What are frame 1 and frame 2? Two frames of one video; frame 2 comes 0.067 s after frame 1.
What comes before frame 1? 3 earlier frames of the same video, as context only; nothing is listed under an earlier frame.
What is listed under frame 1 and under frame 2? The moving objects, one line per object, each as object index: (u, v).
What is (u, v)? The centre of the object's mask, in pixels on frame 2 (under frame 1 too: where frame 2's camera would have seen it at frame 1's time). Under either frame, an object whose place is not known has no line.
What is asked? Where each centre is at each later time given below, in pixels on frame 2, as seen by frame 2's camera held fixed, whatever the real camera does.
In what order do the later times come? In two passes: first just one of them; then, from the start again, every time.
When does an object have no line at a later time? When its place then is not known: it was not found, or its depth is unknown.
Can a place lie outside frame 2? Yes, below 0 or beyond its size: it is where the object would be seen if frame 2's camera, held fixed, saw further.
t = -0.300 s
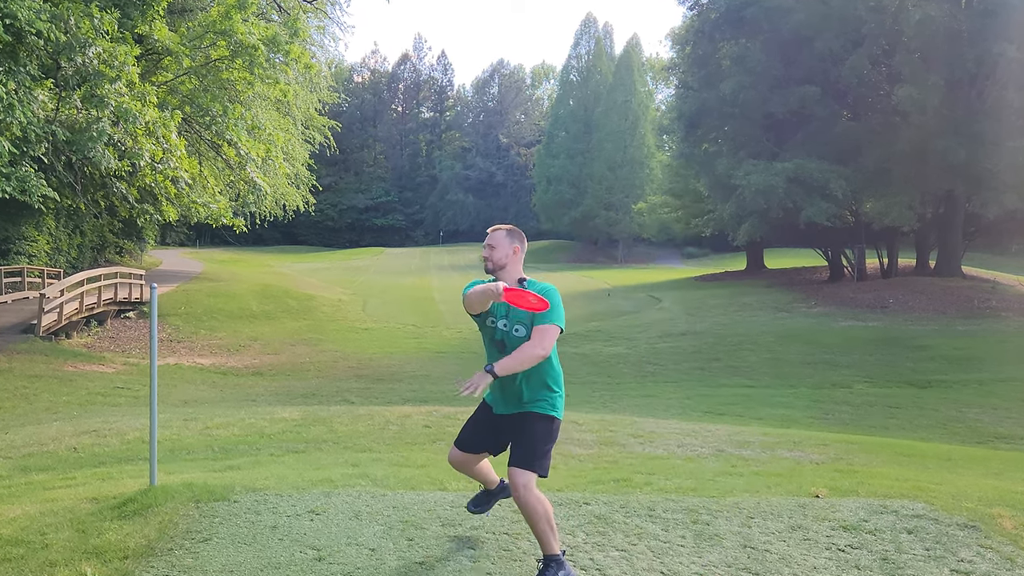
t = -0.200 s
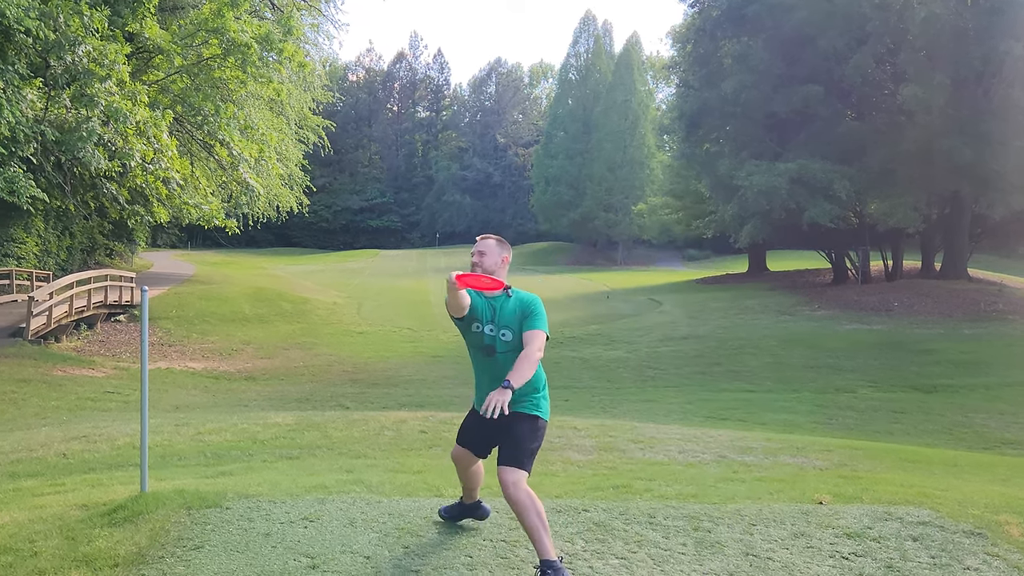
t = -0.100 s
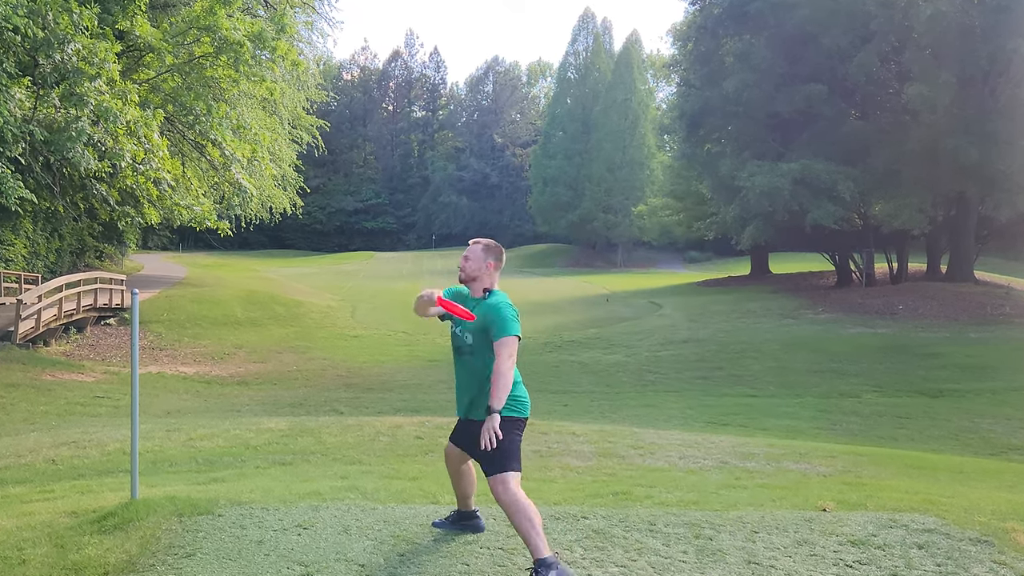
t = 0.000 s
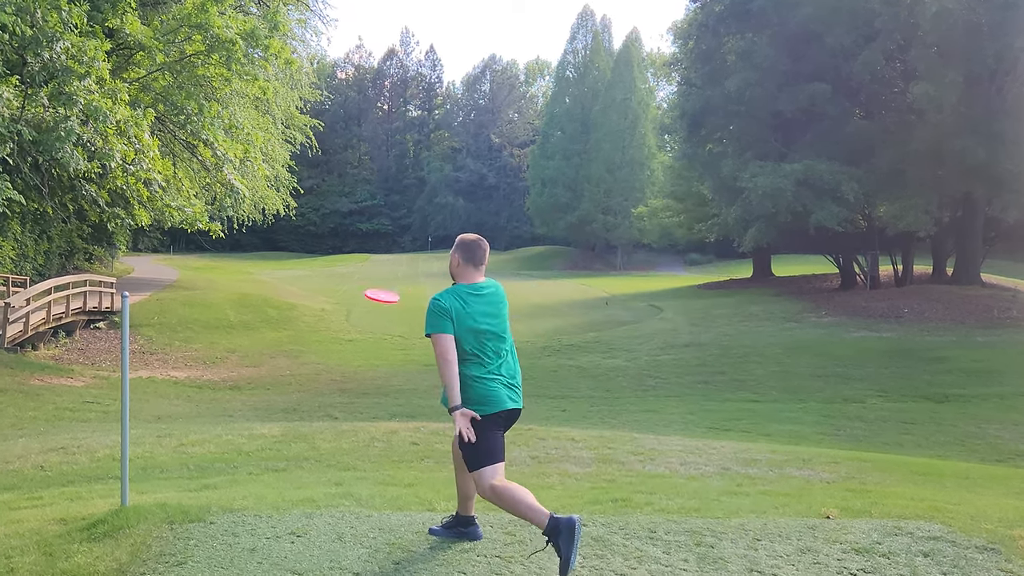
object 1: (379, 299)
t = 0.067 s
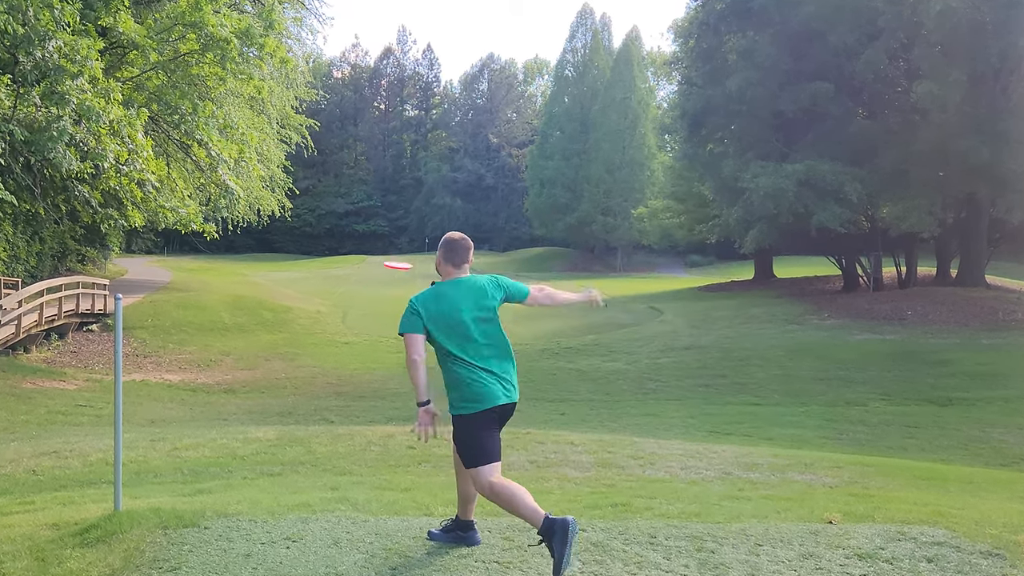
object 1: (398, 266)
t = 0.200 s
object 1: (419, 226)
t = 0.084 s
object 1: (401, 259)
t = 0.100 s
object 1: (404, 253)
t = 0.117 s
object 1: (407, 247)
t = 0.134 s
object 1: (409, 242)
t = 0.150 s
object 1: (412, 238)
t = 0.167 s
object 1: (414, 234)
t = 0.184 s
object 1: (417, 230)
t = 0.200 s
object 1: (419, 226)
